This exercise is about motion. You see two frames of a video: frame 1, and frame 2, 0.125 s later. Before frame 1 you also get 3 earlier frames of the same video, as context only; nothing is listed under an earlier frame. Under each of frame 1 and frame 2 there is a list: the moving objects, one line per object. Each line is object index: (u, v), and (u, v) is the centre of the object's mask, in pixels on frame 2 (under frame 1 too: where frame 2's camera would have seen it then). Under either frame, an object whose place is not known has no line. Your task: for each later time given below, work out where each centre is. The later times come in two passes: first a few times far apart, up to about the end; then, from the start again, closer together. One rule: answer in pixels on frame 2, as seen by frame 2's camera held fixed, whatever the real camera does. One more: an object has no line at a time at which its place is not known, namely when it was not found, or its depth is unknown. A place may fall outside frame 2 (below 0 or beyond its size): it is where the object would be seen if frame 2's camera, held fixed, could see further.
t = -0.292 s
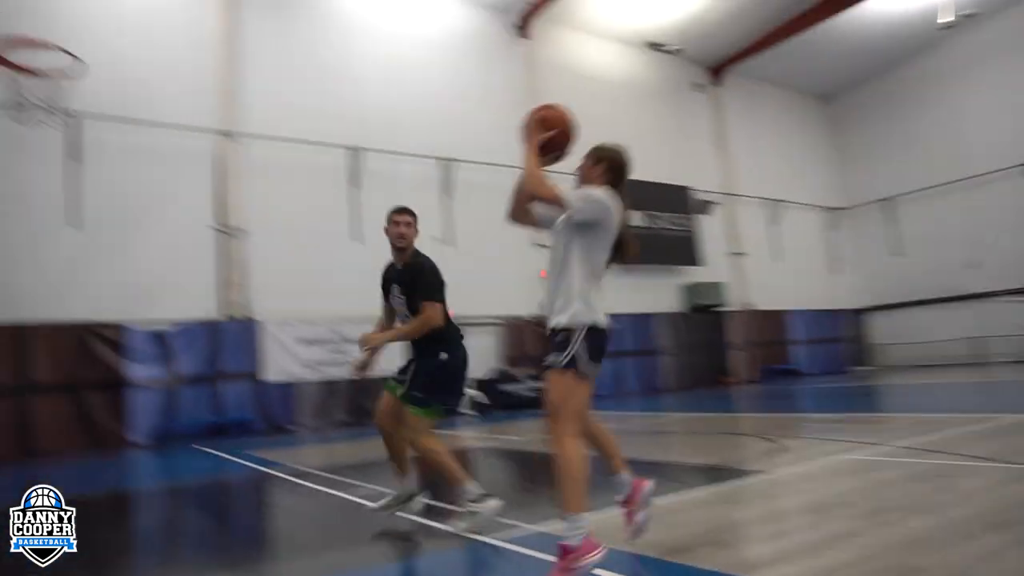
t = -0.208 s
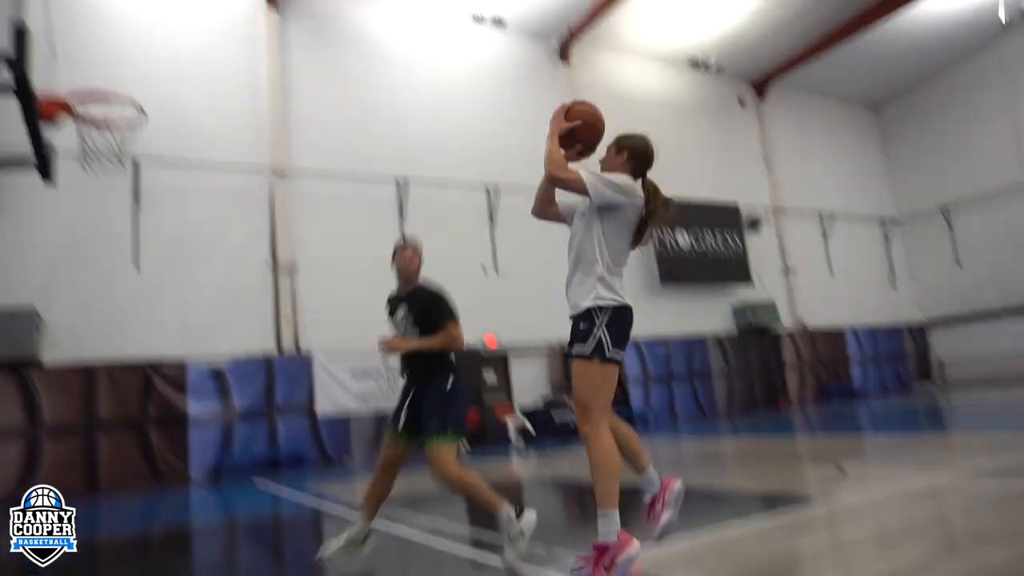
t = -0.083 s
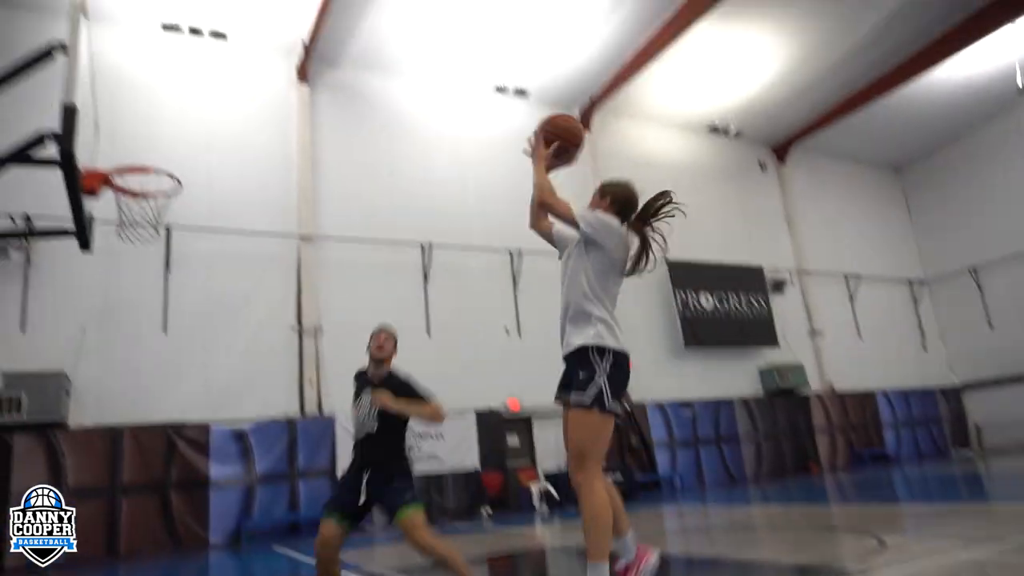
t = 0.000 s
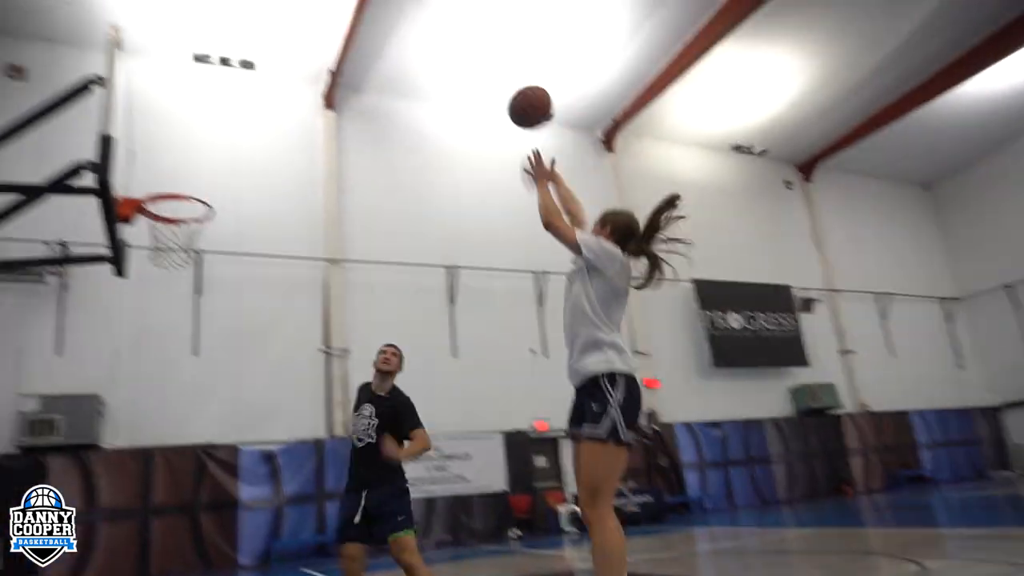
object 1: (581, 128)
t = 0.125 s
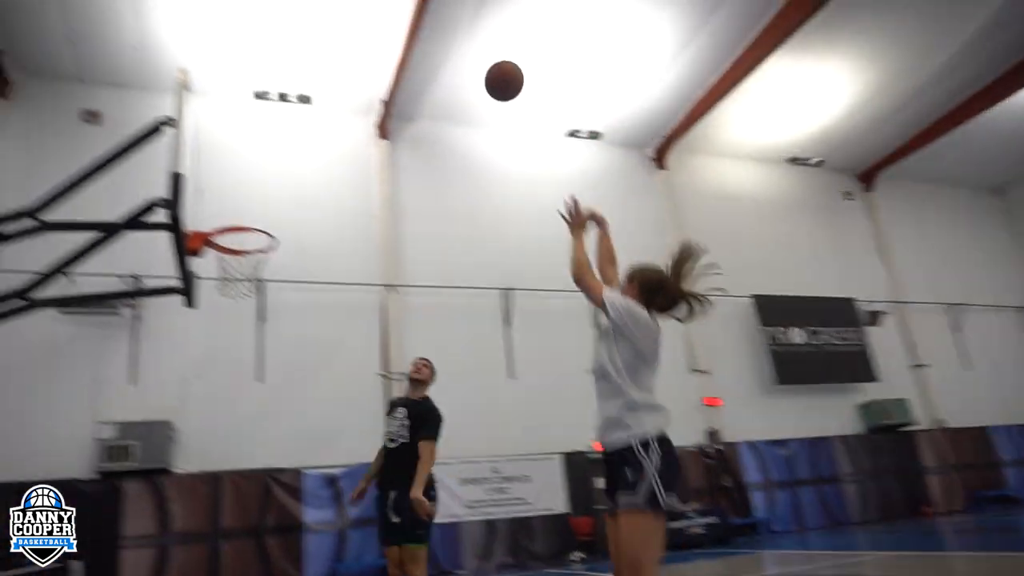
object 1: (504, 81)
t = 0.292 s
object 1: (429, 63)
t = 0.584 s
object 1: (329, 111)
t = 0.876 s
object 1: (250, 242)
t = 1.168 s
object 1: (210, 338)
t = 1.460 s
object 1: (181, 514)
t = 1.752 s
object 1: (167, 562)
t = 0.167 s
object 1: (483, 72)
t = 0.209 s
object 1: (463, 67)
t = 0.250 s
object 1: (446, 64)
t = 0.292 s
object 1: (429, 63)
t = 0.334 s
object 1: (413, 64)
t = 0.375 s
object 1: (398, 67)
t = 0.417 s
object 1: (383, 73)
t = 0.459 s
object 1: (369, 80)
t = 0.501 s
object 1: (356, 88)
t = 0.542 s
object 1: (342, 99)
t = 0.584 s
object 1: (329, 111)
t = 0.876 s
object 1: (250, 242)
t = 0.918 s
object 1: (240, 266)
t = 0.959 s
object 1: (229, 279)
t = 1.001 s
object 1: (225, 287)
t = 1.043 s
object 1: (221, 297)
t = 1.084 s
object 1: (223, 306)
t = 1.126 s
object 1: (214, 322)
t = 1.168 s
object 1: (210, 338)
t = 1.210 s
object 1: (205, 357)
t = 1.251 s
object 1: (202, 376)
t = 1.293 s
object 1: (198, 399)
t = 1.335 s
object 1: (197, 422)
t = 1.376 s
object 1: (192, 450)
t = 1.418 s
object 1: (187, 483)
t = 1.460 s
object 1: (181, 514)
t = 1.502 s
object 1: (175, 553)
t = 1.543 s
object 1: (170, 593)
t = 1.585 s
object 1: (158, 640)
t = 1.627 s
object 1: (157, 657)
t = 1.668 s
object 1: (160, 625)
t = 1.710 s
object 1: (165, 590)
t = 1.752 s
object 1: (167, 562)
